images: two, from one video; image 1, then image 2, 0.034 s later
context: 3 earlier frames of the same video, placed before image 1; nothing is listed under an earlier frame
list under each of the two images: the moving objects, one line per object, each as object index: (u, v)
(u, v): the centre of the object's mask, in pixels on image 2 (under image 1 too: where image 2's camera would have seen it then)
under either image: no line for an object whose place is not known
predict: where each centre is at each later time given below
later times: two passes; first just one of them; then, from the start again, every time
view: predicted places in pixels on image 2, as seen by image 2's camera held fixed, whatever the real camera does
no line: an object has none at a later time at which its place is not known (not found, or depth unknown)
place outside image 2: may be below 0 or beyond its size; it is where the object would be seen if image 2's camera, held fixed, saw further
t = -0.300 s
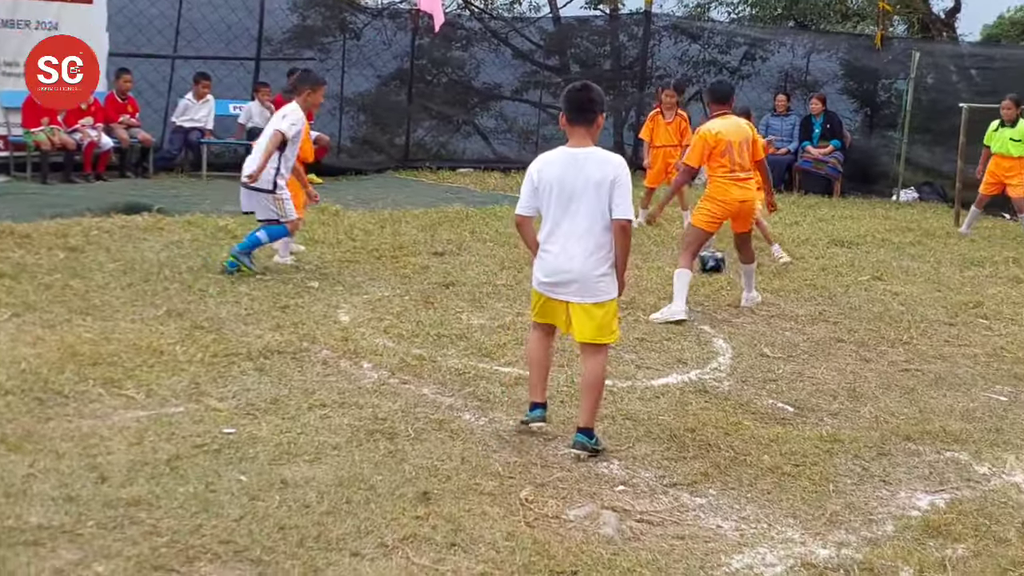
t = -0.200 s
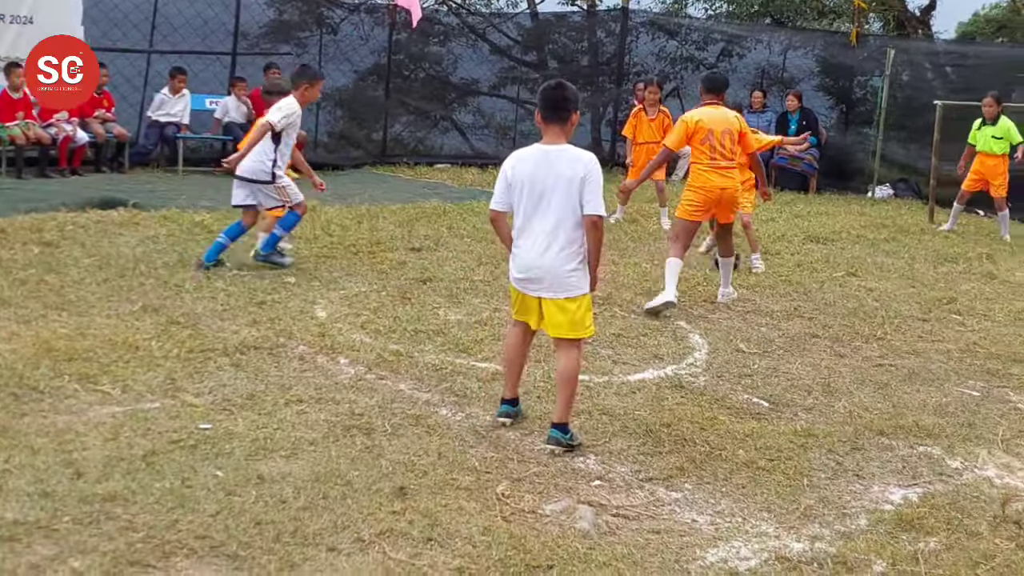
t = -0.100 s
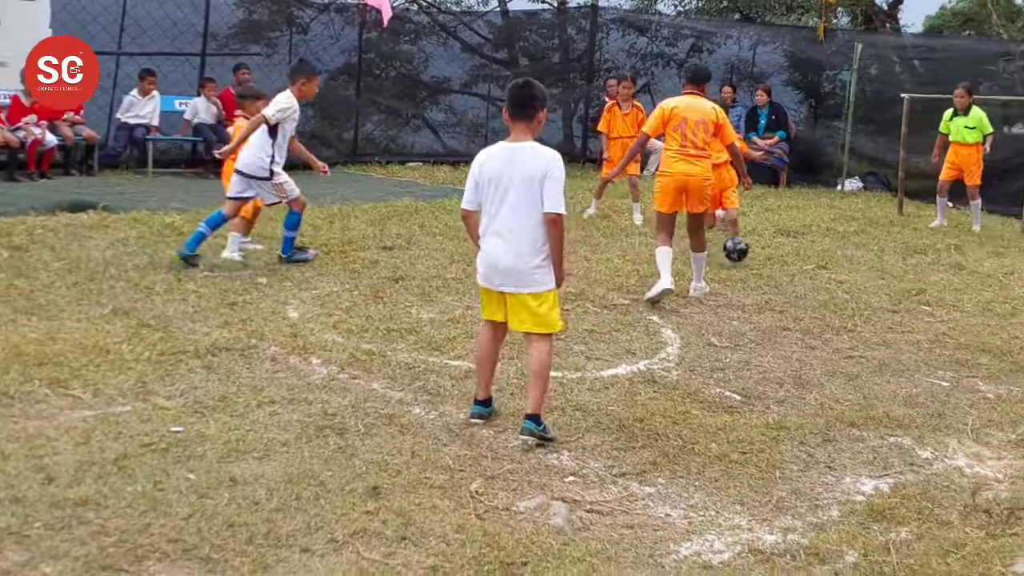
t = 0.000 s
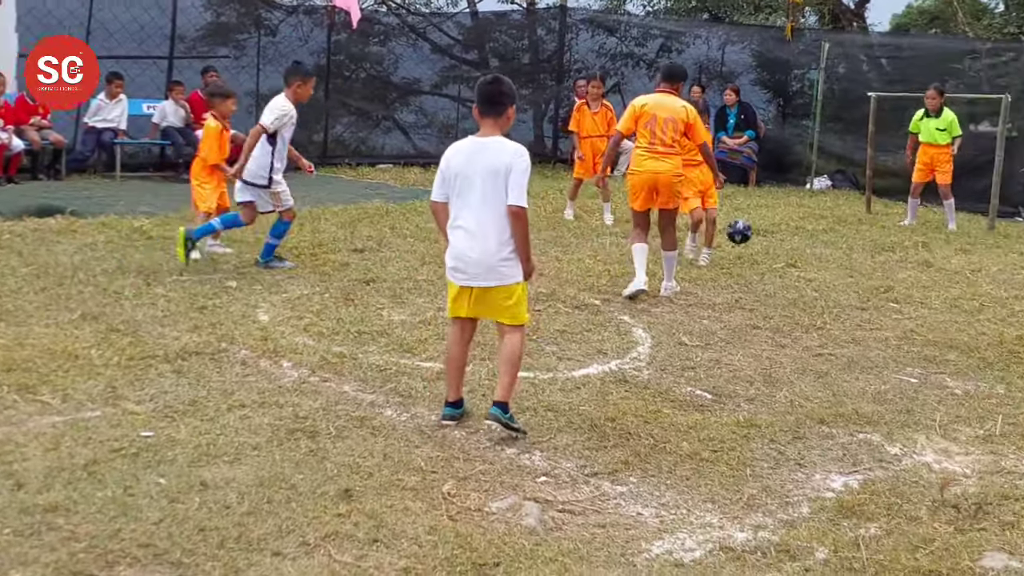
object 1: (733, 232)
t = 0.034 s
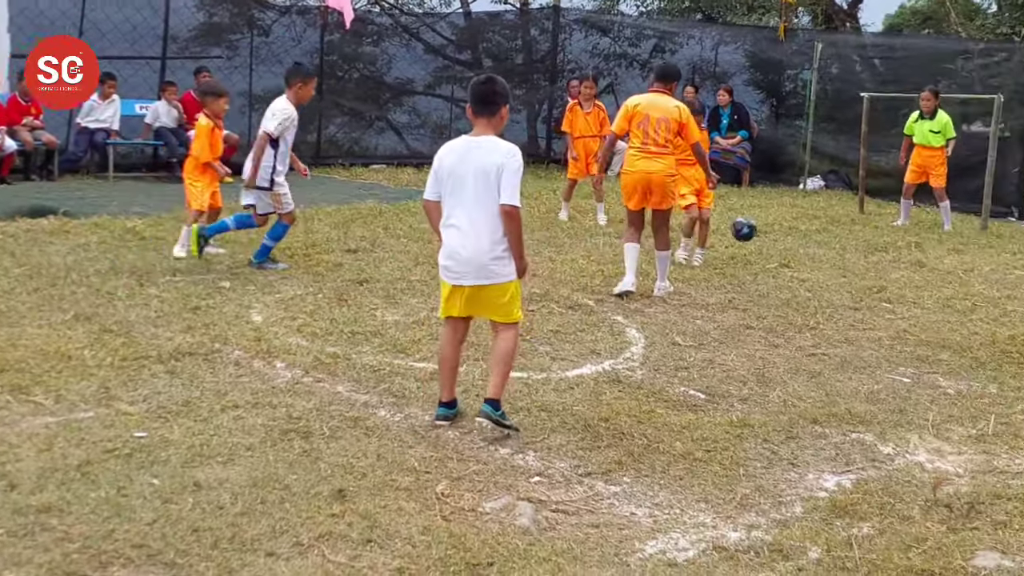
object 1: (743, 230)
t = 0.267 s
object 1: (814, 256)
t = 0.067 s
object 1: (754, 229)
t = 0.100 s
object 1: (765, 229)
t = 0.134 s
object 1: (775, 233)
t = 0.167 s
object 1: (785, 236)
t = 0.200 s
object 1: (794, 242)
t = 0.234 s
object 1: (804, 248)
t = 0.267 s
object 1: (814, 256)
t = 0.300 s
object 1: (823, 263)
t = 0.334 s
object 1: (833, 259)
